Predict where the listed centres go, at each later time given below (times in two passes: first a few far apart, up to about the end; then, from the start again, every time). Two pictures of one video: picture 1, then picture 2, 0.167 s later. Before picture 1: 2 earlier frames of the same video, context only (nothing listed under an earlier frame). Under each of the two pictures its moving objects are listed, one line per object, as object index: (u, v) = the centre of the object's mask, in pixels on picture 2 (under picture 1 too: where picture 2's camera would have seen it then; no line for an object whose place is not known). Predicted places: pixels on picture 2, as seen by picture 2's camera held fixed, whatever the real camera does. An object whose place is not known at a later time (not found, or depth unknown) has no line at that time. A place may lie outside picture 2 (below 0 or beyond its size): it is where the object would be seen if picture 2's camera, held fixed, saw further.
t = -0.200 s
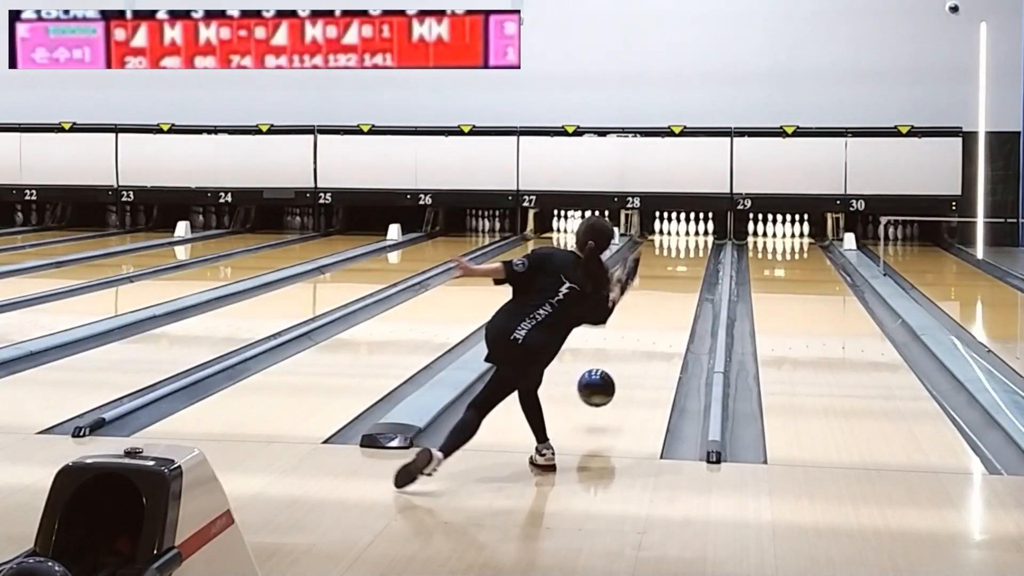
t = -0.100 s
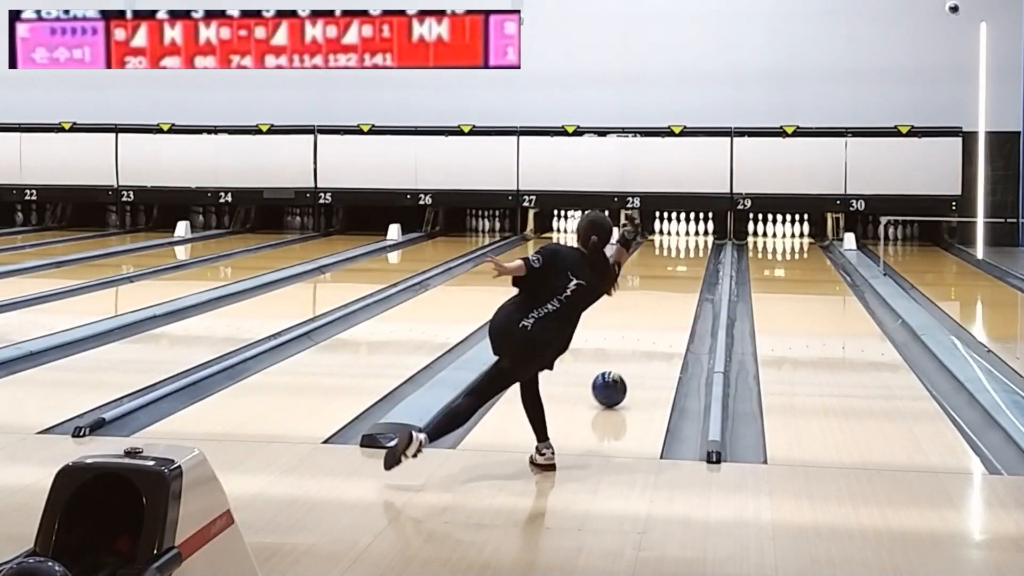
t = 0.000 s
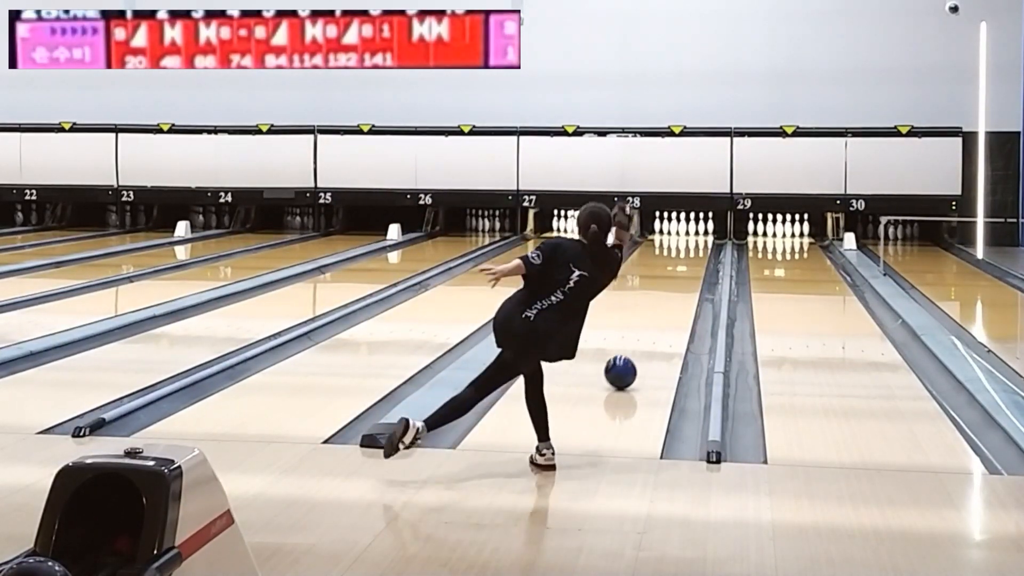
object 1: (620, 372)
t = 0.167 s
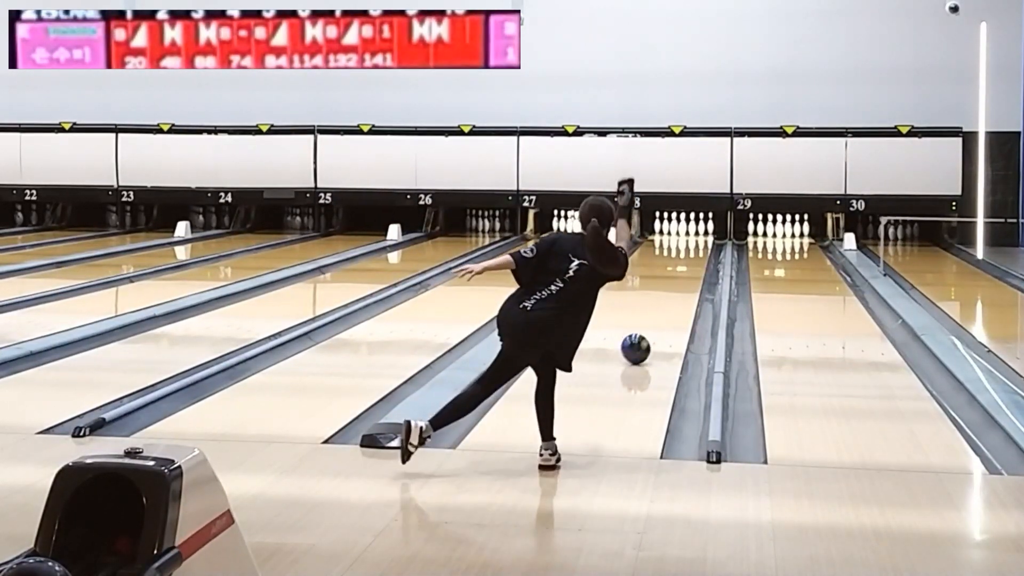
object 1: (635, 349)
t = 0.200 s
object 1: (638, 344)
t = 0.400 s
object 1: (652, 323)
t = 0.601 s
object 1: (663, 306)
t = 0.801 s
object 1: (671, 292)
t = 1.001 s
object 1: (678, 279)
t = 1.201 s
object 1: (683, 269)
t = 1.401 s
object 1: (687, 261)
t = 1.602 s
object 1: (691, 254)
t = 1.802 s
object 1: (692, 247)
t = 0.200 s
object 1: (638, 344)
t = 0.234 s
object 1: (641, 341)
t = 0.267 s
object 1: (643, 337)
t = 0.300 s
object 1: (646, 333)
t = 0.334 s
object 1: (648, 330)
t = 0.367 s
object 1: (650, 326)
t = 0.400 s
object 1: (652, 323)
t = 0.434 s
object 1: (654, 320)
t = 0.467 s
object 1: (656, 317)
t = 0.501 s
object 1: (657, 314)
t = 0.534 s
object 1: (659, 311)
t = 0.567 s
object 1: (661, 309)
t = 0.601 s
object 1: (663, 306)
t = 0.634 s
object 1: (664, 303)
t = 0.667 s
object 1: (666, 301)
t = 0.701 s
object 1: (667, 298)
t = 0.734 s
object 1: (668, 296)
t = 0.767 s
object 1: (670, 294)
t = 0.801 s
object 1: (671, 292)
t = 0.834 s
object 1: (672, 289)
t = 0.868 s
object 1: (673, 287)
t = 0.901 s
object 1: (675, 285)
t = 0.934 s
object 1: (676, 283)
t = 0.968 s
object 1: (677, 281)
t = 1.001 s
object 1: (678, 279)
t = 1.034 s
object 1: (679, 278)
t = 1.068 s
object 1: (680, 276)
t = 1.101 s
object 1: (680, 274)
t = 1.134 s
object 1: (681, 273)
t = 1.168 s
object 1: (682, 271)
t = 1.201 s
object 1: (683, 269)
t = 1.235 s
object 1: (684, 268)
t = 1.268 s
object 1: (685, 266)
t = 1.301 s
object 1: (685, 265)
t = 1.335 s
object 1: (686, 264)
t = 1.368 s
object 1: (687, 262)
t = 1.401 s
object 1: (687, 261)
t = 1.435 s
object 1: (688, 260)
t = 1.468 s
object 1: (688, 258)
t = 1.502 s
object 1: (689, 257)
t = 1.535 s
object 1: (689, 256)
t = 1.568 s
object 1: (690, 255)
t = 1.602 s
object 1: (691, 254)
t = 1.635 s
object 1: (691, 252)
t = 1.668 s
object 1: (691, 251)
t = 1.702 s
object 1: (692, 250)
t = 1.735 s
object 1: (692, 249)
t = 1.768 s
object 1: (692, 248)
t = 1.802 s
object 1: (692, 247)
